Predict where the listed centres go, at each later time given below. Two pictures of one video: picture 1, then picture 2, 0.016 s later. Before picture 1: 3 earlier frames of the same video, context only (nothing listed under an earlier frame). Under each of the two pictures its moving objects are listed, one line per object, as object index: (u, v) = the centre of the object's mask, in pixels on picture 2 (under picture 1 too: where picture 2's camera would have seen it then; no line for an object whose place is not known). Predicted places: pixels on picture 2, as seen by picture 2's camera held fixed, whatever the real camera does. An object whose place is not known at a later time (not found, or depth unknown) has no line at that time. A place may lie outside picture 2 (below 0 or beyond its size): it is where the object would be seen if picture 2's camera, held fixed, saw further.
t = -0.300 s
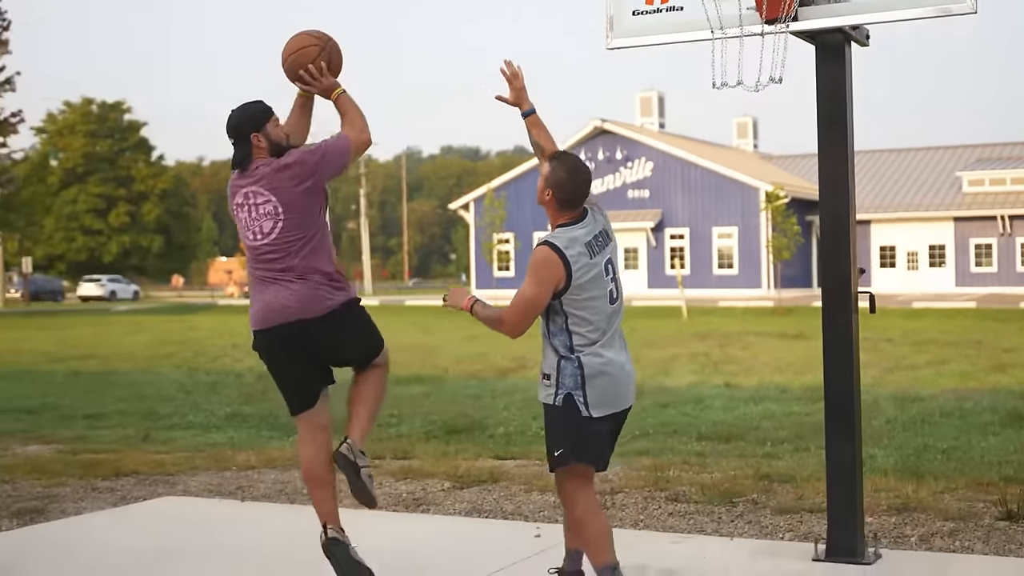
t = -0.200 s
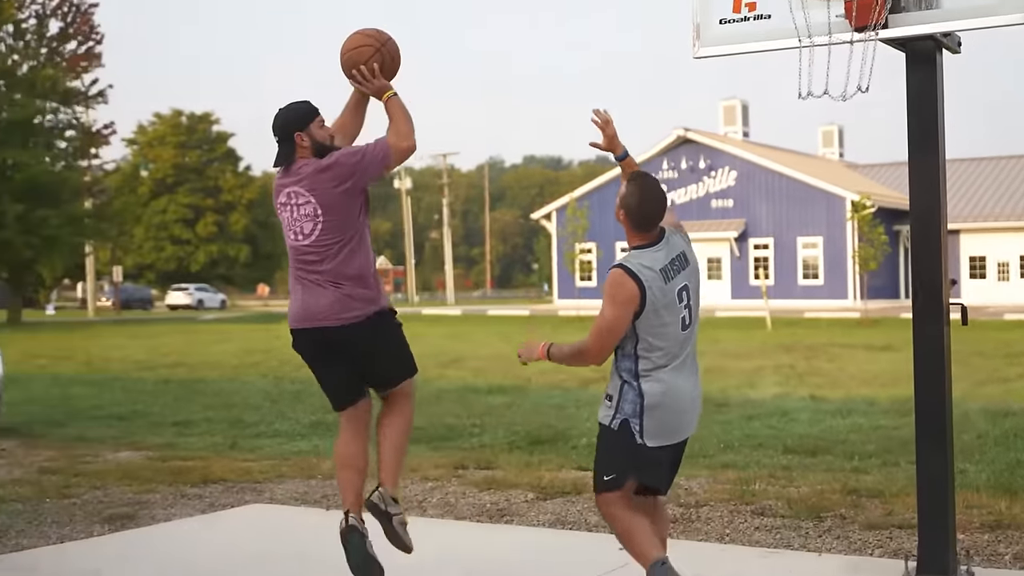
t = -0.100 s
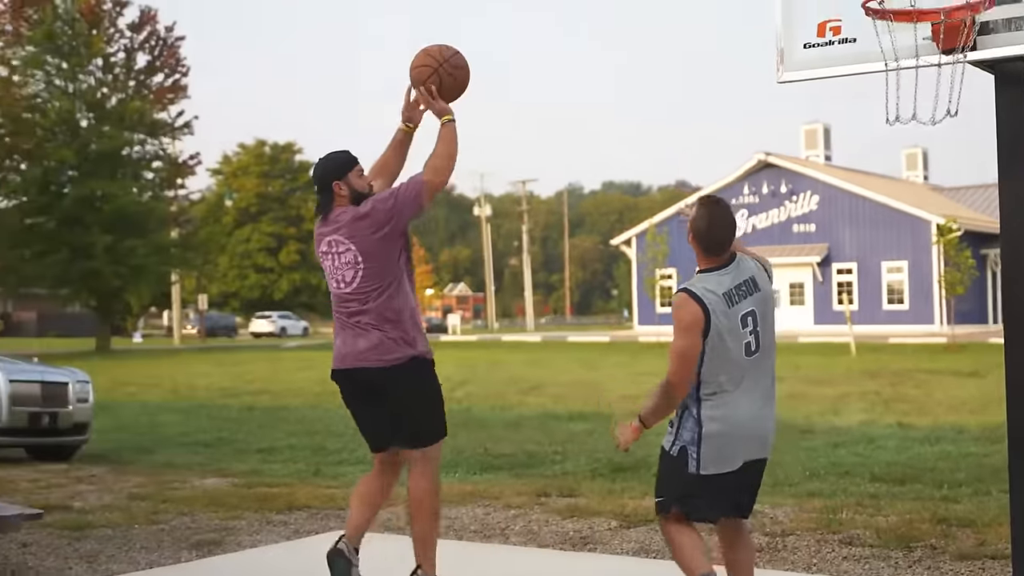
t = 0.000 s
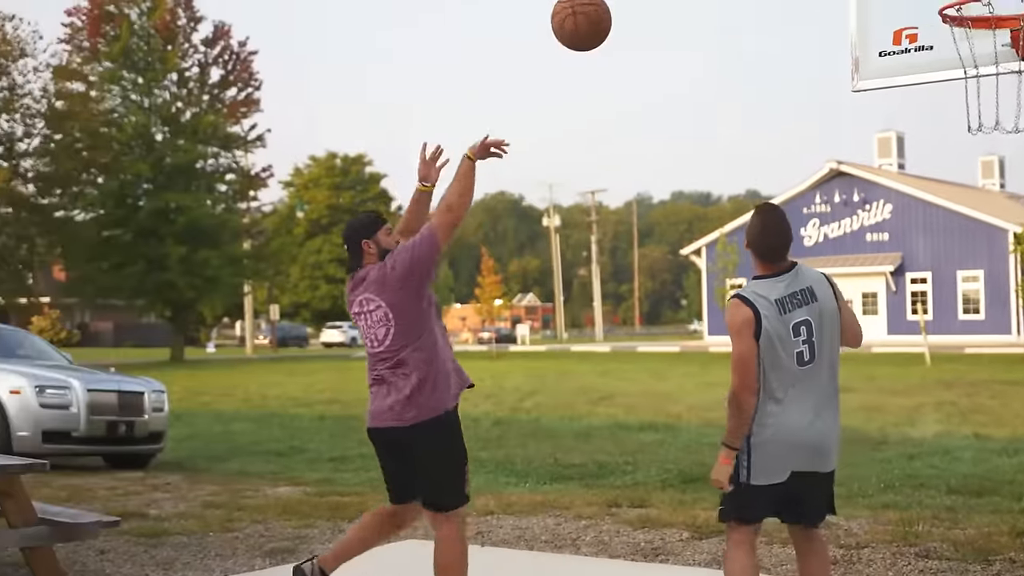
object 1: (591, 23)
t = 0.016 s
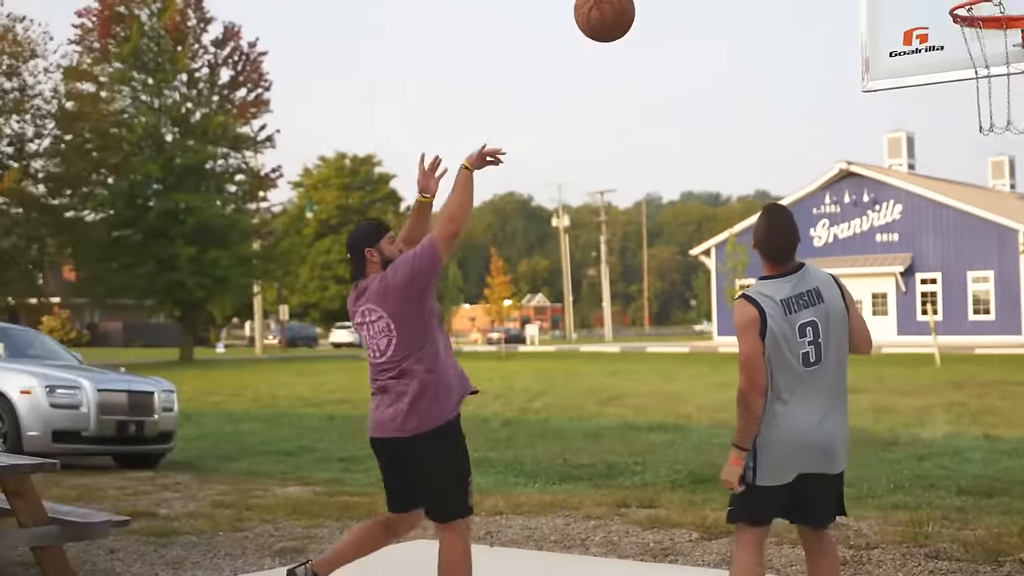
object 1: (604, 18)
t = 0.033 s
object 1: (617, 14)
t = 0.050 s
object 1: (630, 12)
